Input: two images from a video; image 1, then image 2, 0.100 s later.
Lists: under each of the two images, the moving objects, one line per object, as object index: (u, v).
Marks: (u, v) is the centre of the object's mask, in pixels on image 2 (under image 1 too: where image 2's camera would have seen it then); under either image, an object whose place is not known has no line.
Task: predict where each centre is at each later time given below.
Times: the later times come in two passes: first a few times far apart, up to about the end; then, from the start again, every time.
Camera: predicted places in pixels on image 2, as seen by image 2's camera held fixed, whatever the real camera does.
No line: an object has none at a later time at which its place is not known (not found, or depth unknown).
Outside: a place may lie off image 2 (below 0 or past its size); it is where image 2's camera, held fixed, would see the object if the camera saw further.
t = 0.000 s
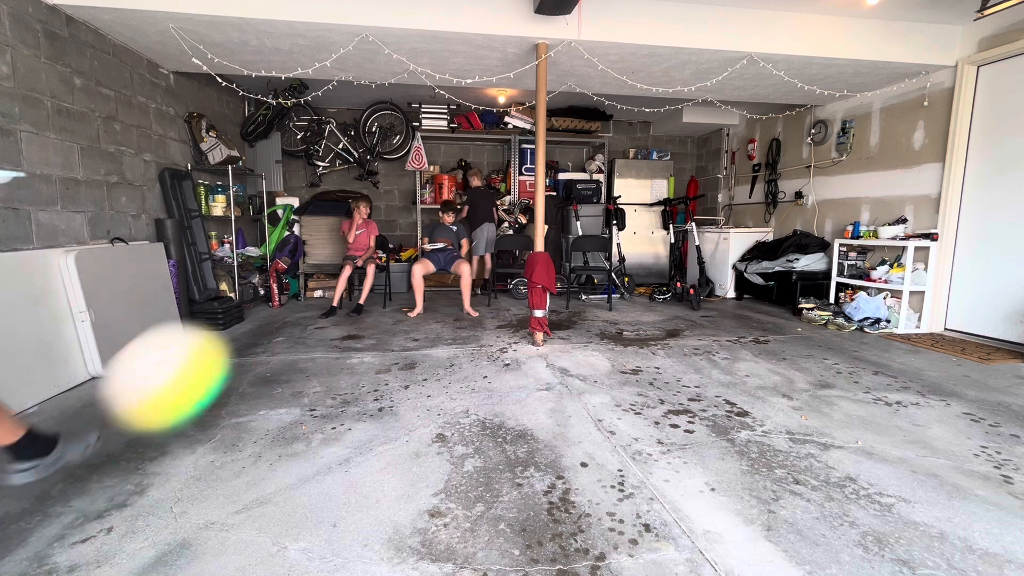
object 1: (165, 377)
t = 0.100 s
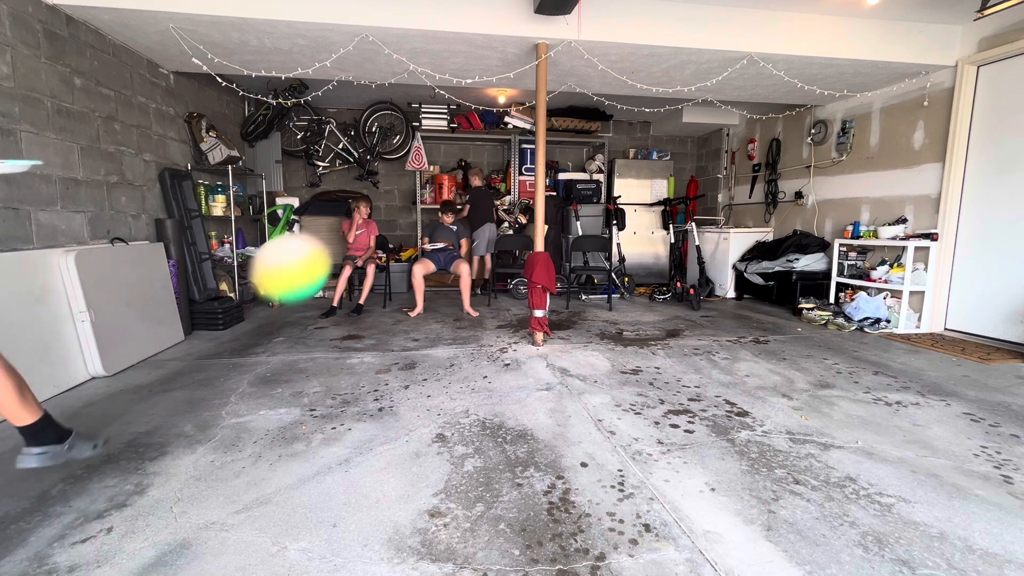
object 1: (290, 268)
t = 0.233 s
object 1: (378, 212)
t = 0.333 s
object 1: (415, 200)
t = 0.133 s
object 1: (318, 248)
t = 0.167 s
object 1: (341, 233)
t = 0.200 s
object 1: (361, 221)
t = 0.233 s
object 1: (378, 212)
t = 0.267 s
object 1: (392, 207)
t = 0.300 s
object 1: (404, 202)
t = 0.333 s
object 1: (415, 200)
